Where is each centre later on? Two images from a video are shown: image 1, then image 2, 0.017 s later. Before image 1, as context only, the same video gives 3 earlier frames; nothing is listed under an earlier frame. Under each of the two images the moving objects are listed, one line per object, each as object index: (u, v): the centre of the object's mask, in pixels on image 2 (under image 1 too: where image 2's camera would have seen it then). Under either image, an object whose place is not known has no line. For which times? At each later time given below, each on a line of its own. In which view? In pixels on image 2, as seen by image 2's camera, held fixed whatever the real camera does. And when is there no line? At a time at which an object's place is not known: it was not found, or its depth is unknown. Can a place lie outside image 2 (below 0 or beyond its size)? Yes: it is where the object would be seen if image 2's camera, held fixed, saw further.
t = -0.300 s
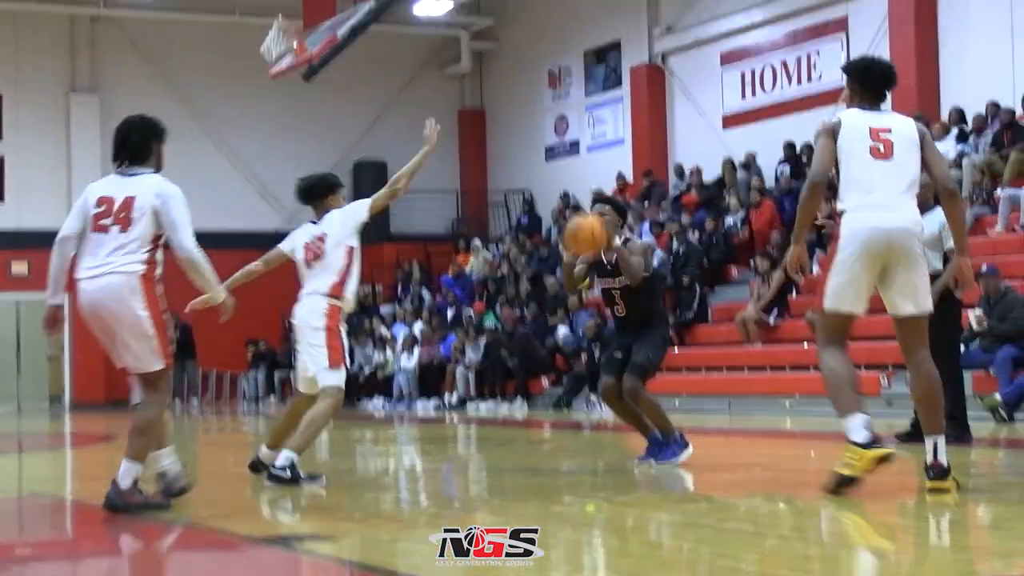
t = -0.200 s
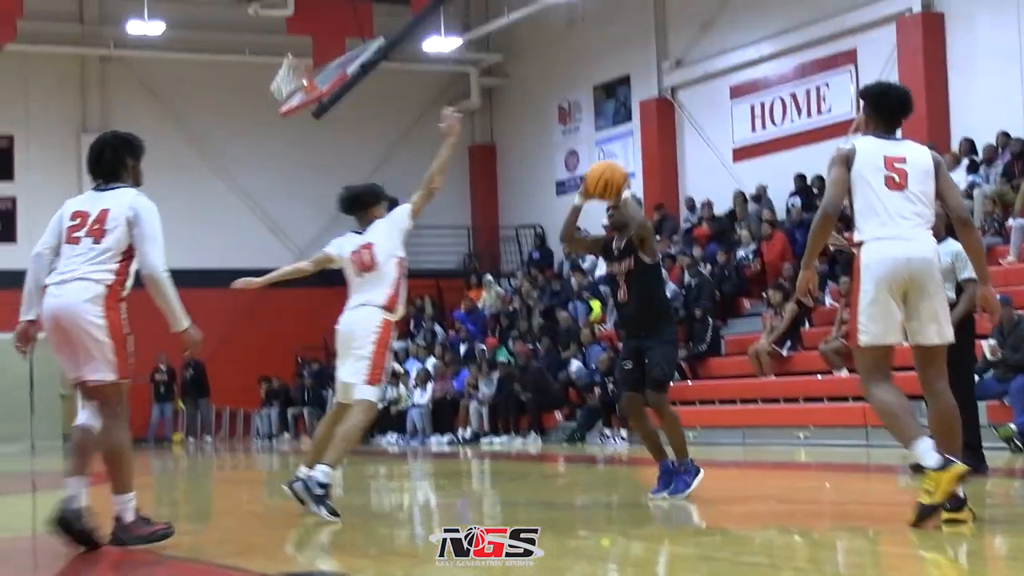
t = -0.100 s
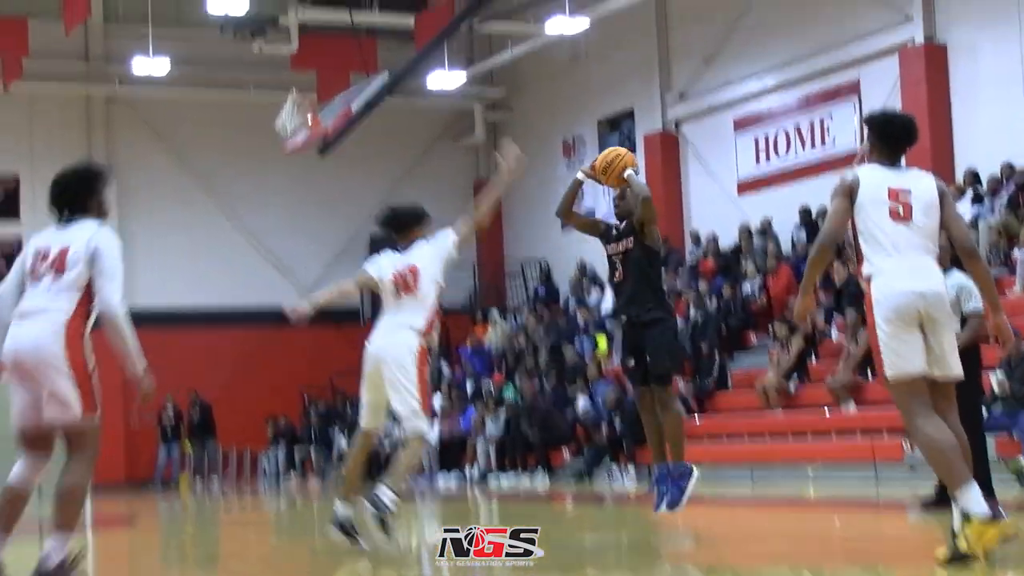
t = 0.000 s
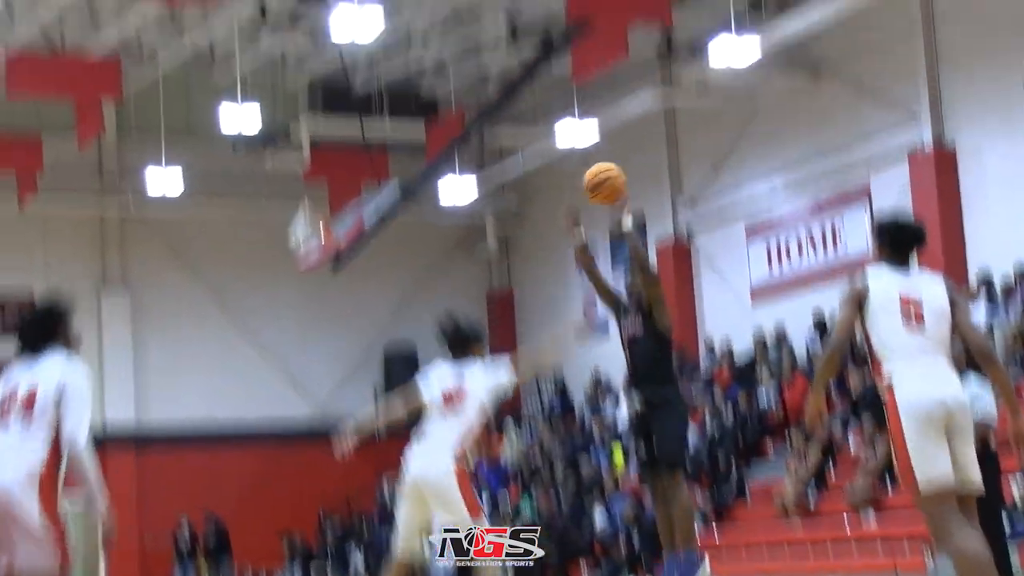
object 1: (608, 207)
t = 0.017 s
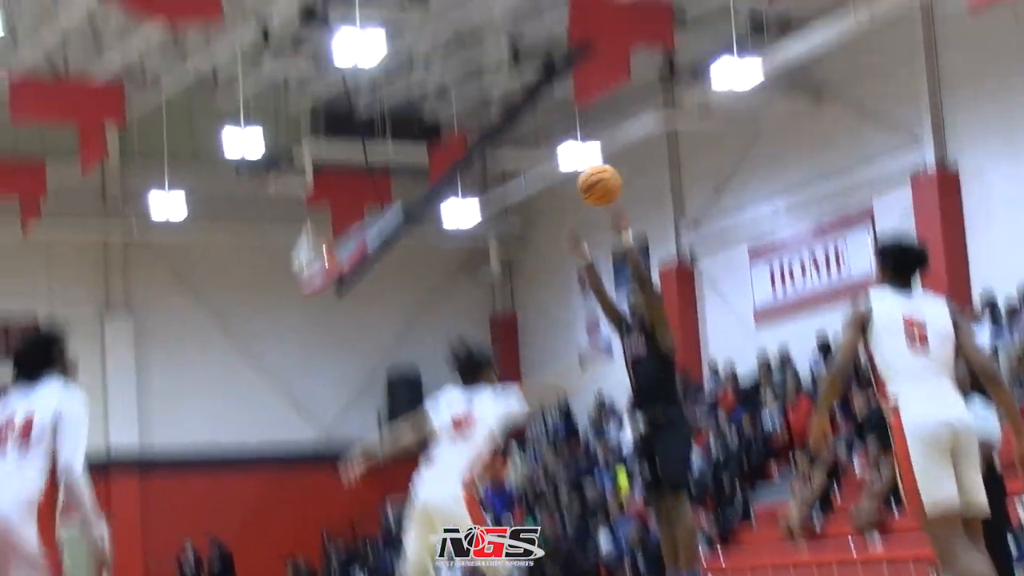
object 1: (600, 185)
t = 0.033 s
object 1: (592, 165)
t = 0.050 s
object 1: (585, 145)
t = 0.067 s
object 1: (578, 124)
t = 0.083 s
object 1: (571, 104)
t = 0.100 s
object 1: (563, 83)
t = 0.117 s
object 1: (556, 63)
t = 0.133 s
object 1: (549, 42)
